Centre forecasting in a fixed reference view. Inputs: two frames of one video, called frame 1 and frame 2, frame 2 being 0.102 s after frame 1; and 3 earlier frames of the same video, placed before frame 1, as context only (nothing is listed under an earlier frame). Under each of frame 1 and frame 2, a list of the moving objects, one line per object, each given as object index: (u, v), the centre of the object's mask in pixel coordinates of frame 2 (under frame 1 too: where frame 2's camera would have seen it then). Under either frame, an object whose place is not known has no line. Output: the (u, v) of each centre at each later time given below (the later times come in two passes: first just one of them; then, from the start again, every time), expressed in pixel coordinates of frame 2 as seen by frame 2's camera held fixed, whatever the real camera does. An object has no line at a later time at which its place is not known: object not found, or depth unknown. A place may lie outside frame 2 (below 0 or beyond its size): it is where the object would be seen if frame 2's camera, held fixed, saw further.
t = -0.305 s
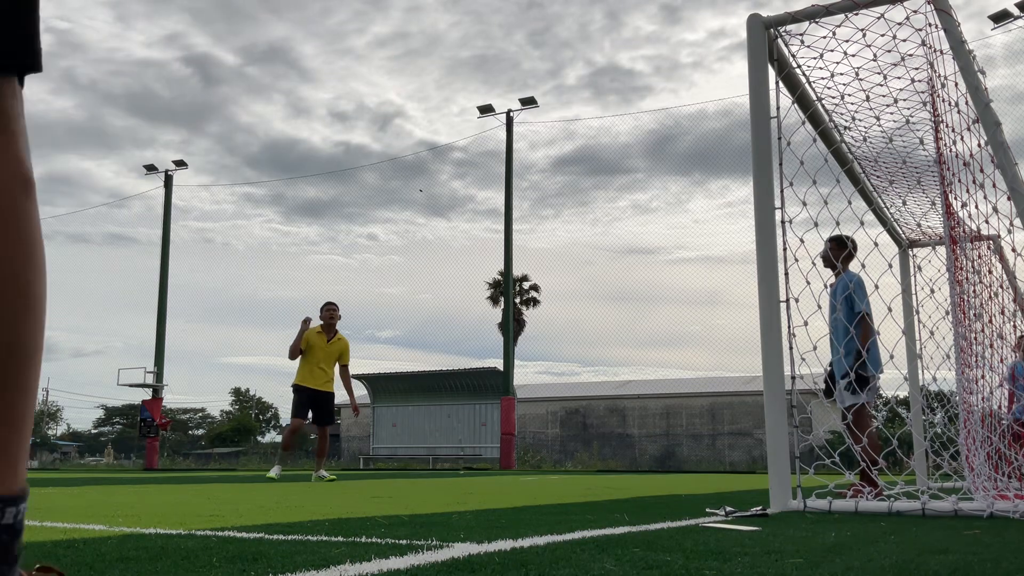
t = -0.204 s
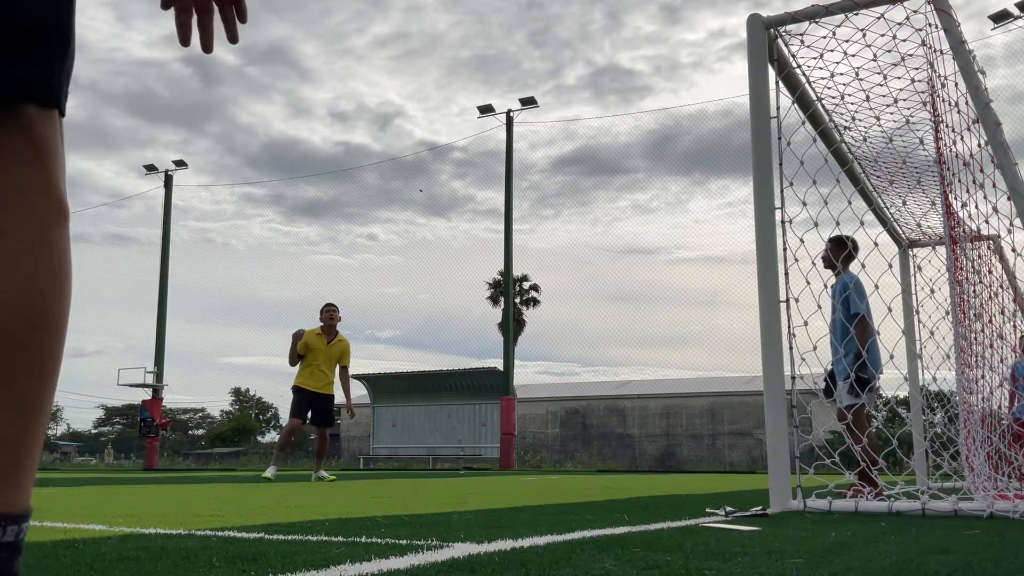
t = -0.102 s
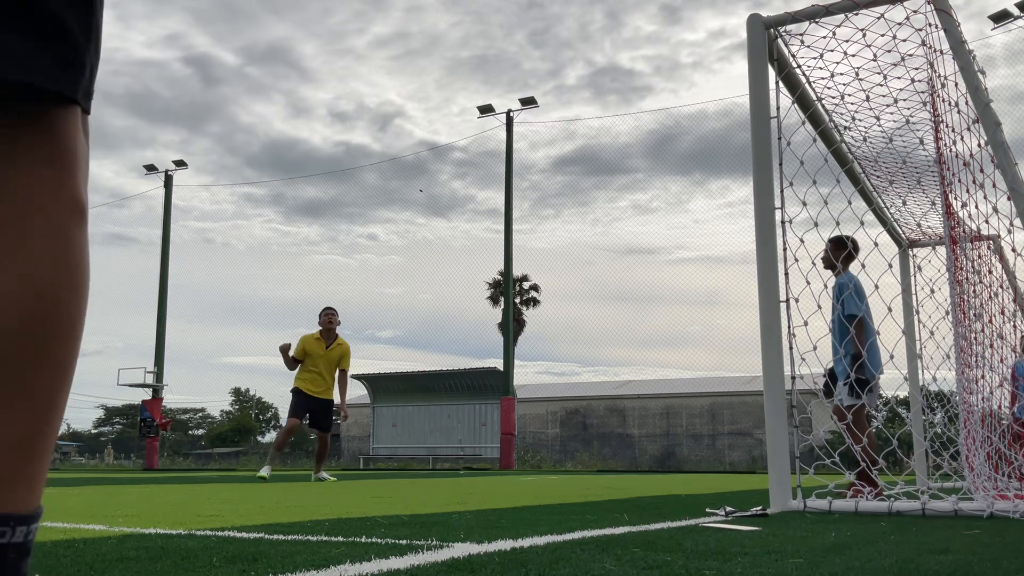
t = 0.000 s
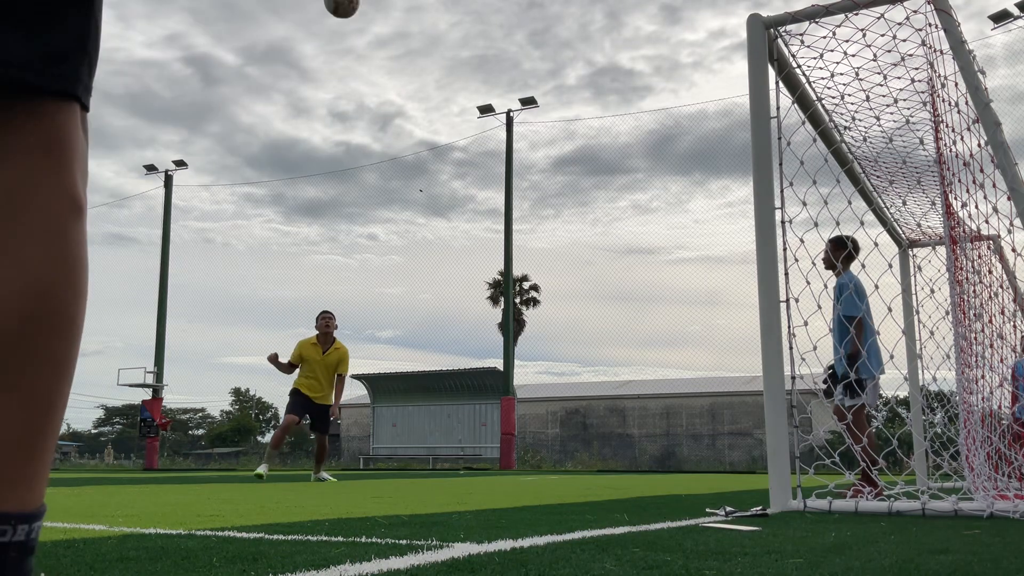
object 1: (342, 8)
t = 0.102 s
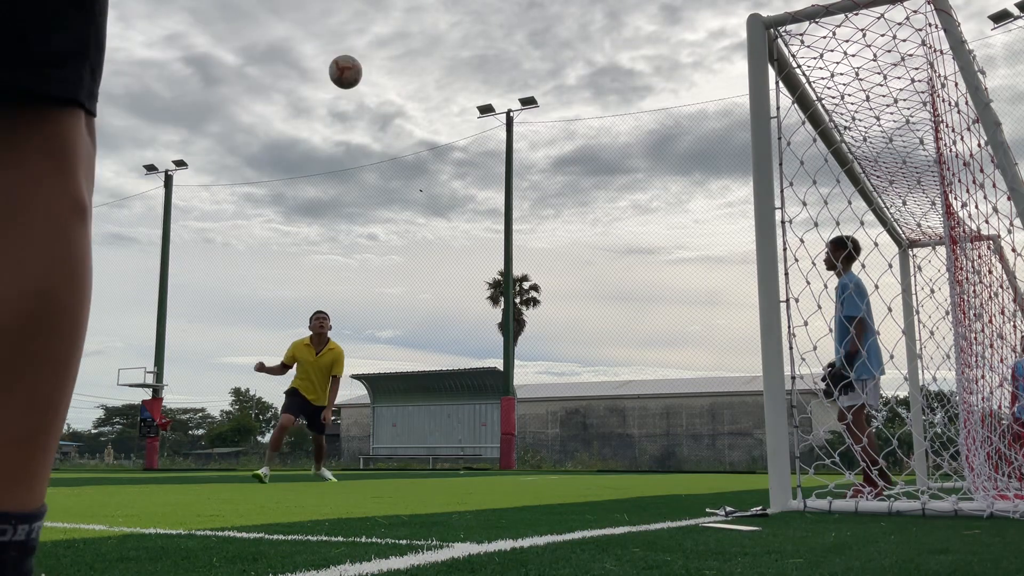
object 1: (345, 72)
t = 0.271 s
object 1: (350, 200)
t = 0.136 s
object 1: (346, 97)
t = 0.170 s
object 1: (348, 122)
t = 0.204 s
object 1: (348, 148)
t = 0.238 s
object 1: (349, 174)
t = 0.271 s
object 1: (350, 200)
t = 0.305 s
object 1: (351, 226)
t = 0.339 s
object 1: (351, 253)
